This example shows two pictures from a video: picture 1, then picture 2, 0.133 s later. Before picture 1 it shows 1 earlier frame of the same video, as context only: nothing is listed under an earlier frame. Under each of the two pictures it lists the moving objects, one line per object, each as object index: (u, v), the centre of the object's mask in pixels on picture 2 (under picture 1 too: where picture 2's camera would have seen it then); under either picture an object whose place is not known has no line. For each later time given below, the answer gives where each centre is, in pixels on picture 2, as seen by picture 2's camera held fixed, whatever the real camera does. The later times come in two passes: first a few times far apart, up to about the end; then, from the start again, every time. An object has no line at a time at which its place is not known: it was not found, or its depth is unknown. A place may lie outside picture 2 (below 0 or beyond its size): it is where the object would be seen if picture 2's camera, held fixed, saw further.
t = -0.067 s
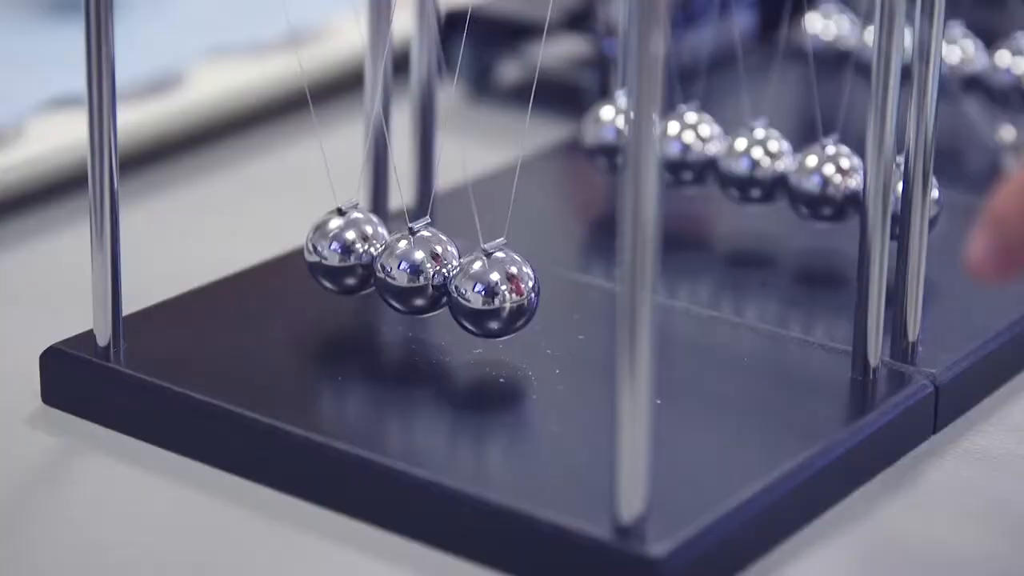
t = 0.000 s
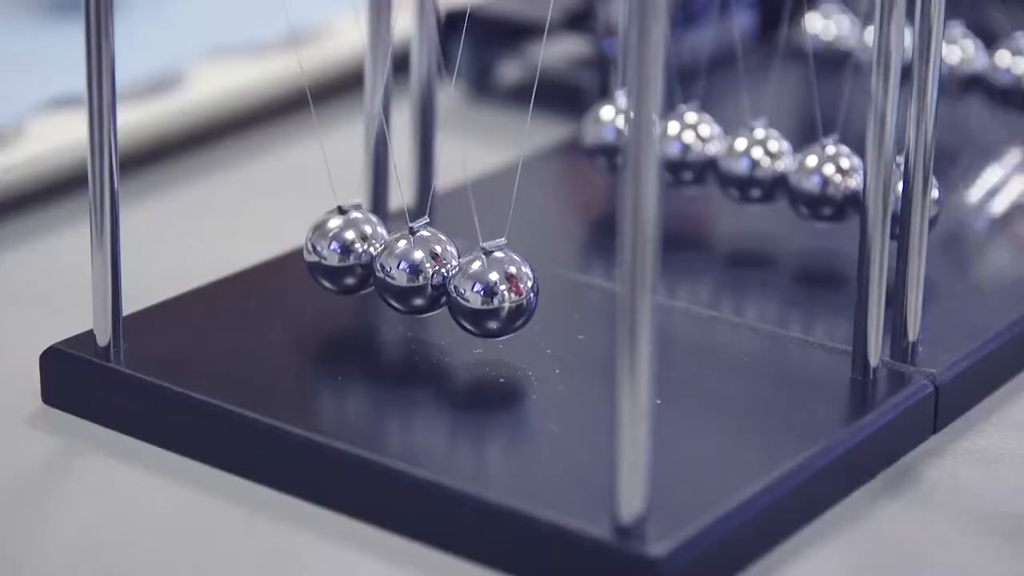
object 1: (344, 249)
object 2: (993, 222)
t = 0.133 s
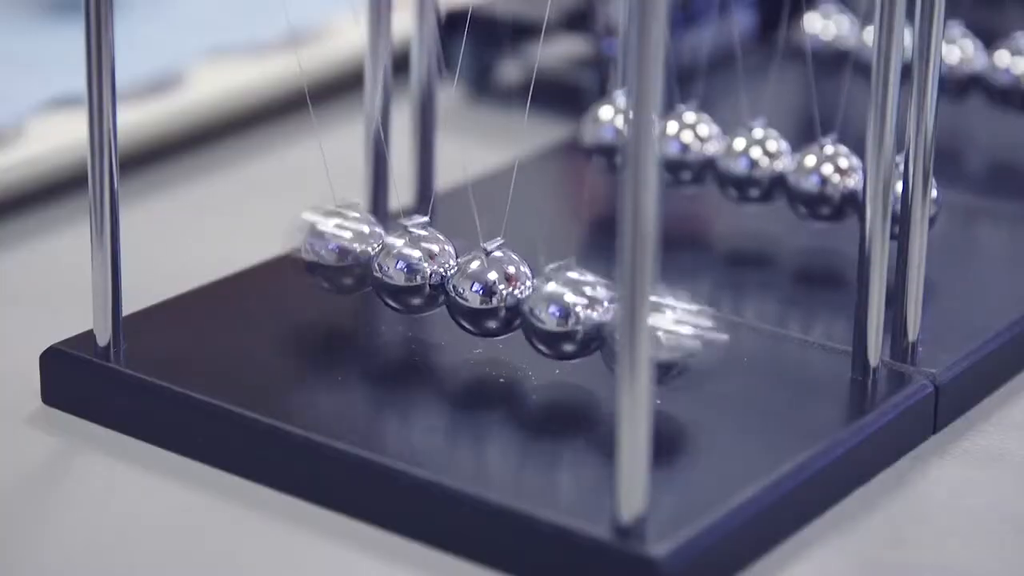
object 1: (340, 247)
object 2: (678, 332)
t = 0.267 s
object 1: (84, 30)
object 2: (650, 334)
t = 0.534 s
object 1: (377, 258)
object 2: (683, 339)
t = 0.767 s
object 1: (348, 250)
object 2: (1000, 206)
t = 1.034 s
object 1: (161, 103)
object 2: (648, 335)
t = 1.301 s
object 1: (288, 216)
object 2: (655, 336)
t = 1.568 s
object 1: (350, 251)
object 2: (992, 220)
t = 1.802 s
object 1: (199, 152)
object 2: (666, 335)
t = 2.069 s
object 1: (171, 155)
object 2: (651, 336)
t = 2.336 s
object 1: (356, 251)
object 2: (986, 228)
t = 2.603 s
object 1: (192, 147)
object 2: (605, 333)
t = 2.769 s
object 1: (83, 35)
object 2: (604, 332)
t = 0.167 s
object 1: (288, 218)
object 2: (653, 335)
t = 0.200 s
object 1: (203, 155)
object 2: (650, 335)
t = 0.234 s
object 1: (148, 97)
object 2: (651, 336)
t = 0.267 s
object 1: (84, 30)
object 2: (650, 334)
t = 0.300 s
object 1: (51, 13)
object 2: (648, 335)
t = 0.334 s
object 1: (54, 6)
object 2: (650, 333)
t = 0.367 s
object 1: (54, 8)
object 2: (650, 334)
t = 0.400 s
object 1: (80, 22)
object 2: (650, 335)
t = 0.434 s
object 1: (118, 67)
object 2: (650, 335)
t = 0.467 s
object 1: (187, 143)
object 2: (651, 335)
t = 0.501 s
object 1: (277, 213)
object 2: (653, 337)
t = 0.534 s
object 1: (377, 258)
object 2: (683, 339)
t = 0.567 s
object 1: (344, 248)
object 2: (757, 342)
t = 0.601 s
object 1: (346, 249)
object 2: (874, 328)
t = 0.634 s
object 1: (348, 249)
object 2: (951, 292)
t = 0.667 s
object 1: (348, 250)
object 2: (983, 241)
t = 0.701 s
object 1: (348, 249)
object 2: (1000, 207)
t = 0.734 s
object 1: (349, 250)
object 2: (1006, 194)
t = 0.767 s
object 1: (348, 250)
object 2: (1000, 206)
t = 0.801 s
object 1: (348, 250)
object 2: (984, 241)
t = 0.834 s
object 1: (347, 249)
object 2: (946, 296)
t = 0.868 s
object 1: (345, 249)
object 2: (854, 331)
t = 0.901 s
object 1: (343, 249)
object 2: (747, 341)
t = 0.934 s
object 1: (339, 247)
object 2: (658, 333)
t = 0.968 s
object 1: (284, 216)
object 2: (649, 337)
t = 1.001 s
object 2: (649, 334)
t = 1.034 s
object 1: (161, 103)
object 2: (648, 335)
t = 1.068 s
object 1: (83, 36)
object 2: (647, 331)
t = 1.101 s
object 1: (49, 14)
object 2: (647, 330)
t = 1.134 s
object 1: (52, 9)
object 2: (648, 332)
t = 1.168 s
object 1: (48, 12)
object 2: (649, 335)
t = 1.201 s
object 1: (53, 27)
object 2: (649, 334)
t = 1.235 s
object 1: (141, 89)
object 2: (650, 334)
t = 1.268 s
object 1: (201, 154)
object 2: (652, 335)
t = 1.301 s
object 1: (288, 216)
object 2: (655, 336)
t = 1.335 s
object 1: (342, 249)
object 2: (689, 342)
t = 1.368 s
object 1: (346, 249)
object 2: (759, 341)
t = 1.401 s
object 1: (349, 250)
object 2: (876, 328)
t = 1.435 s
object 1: (350, 251)
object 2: (947, 295)
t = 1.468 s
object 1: (350, 250)
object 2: (978, 247)
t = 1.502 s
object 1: (352, 250)
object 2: (993, 218)
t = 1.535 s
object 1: (350, 251)
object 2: (999, 206)
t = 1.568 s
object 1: (350, 251)
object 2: (992, 220)
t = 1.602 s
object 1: (349, 250)
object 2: (972, 255)
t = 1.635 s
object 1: (346, 250)
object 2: (926, 305)
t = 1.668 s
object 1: (345, 249)
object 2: (827, 332)
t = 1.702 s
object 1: (342, 249)
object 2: (731, 342)
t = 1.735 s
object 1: (334, 242)
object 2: (653, 336)
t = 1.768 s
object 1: (275, 212)
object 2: (650, 336)
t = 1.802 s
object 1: (199, 152)
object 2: (666, 335)
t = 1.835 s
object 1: (161, 101)
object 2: (665, 335)
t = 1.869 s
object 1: (58, 34)
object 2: (665, 335)
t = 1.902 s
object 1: (36, 17)
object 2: (648, 334)
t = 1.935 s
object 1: (34, 12)
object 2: (648, 334)
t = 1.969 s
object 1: (37, 17)
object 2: (647, 331)
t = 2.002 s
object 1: (58, 34)
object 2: (649, 334)
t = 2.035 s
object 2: (650, 335)
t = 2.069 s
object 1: (171, 155)
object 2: (651, 336)
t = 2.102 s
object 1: (257, 216)
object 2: (656, 337)
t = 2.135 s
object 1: (346, 250)
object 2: (661, 330)
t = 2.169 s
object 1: (350, 250)
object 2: (768, 341)
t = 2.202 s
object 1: (351, 251)
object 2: (886, 325)
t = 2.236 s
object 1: (355, 251)
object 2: (947, 292)
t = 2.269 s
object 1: (355, 252)
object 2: (969, 254)
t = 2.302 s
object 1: (356, 252)
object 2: (985, 230)
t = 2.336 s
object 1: (356, 251)
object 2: (986, 228)
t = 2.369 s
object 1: (353, 252)
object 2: (977, 244)
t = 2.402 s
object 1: (352, 251)
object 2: (954, 283)
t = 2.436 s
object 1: (349, 250)
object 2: (909, 320)
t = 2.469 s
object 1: (346, 249)
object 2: (794, 339)
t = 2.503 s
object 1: (341, 248)
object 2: (687, 338)
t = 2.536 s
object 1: (350, 241)
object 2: (650, 335)
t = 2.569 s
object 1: (261, 199)
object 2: (665, 335)
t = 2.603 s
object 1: (192, 147)
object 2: (605, 333)
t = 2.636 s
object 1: (161, 103)
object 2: (621, 332)
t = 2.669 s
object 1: (114, 47)
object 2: (620, 331)
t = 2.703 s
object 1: (83, 27)
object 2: (620, 331)
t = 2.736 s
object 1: (48, 22)
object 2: (602, 332)
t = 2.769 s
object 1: (83, 35)
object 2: (604, 332)
